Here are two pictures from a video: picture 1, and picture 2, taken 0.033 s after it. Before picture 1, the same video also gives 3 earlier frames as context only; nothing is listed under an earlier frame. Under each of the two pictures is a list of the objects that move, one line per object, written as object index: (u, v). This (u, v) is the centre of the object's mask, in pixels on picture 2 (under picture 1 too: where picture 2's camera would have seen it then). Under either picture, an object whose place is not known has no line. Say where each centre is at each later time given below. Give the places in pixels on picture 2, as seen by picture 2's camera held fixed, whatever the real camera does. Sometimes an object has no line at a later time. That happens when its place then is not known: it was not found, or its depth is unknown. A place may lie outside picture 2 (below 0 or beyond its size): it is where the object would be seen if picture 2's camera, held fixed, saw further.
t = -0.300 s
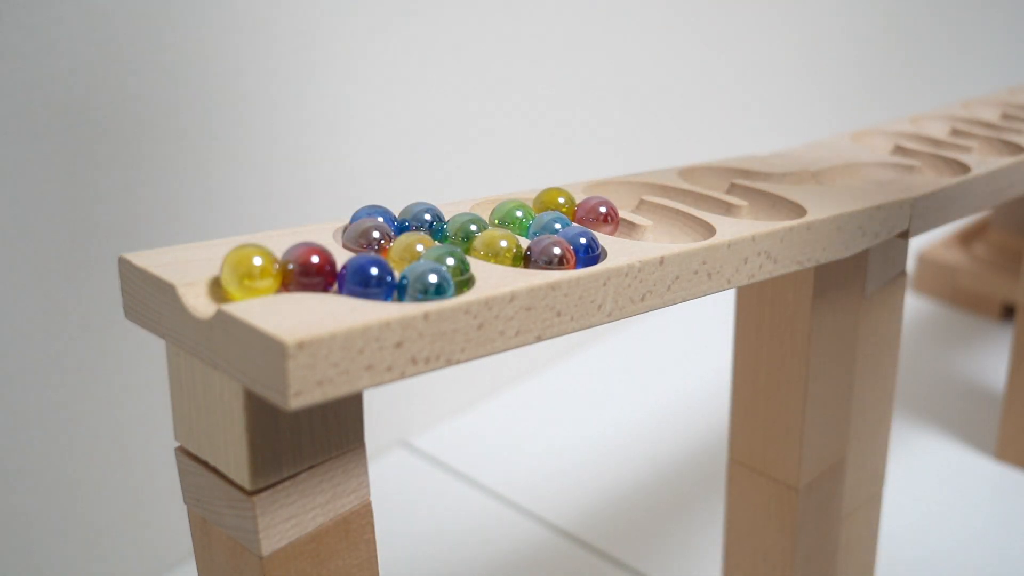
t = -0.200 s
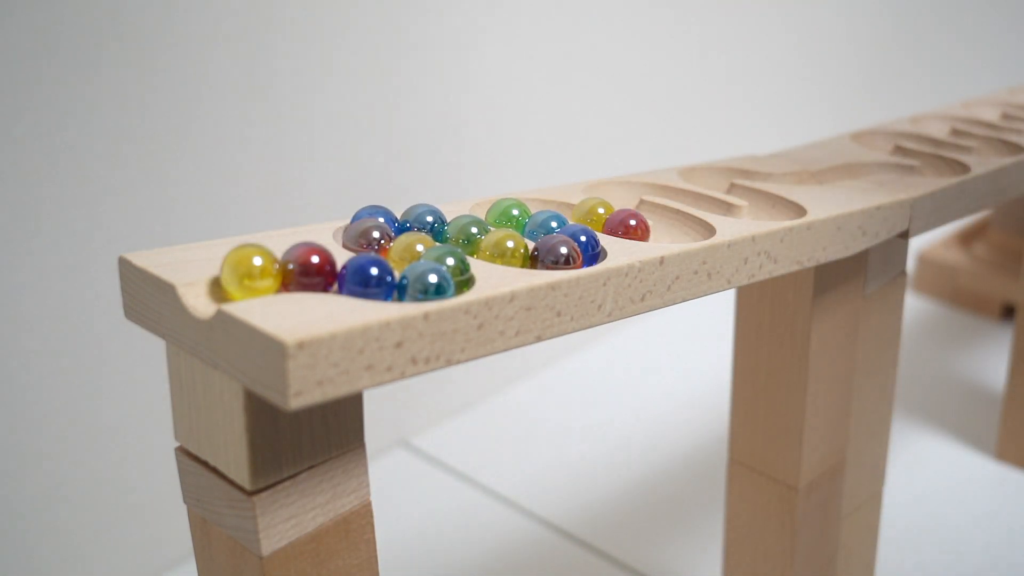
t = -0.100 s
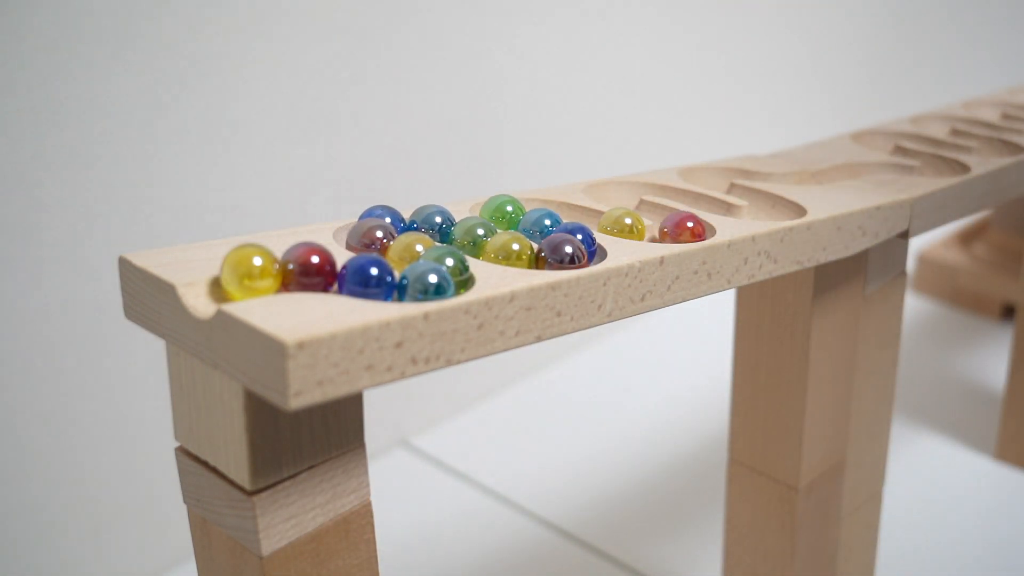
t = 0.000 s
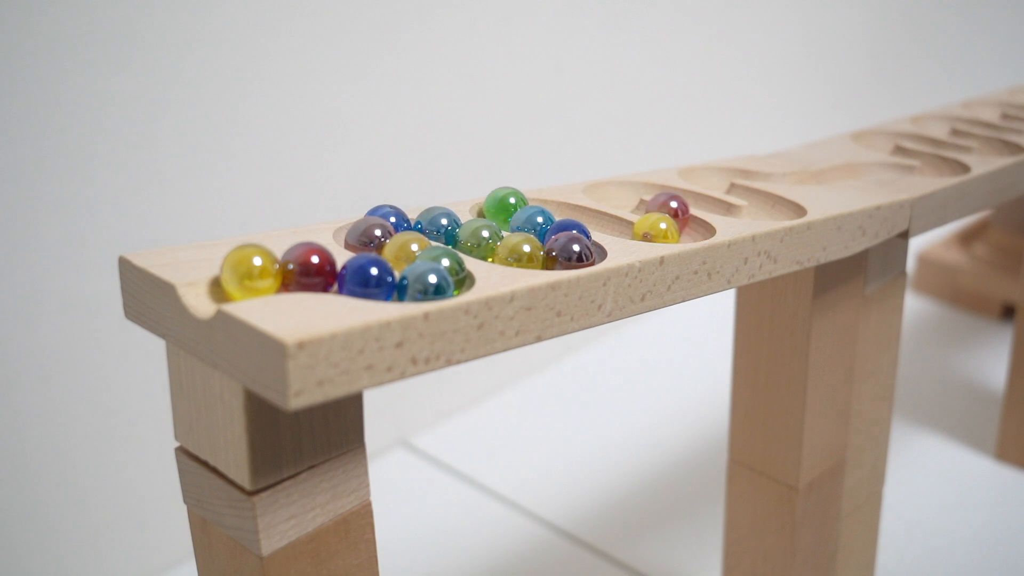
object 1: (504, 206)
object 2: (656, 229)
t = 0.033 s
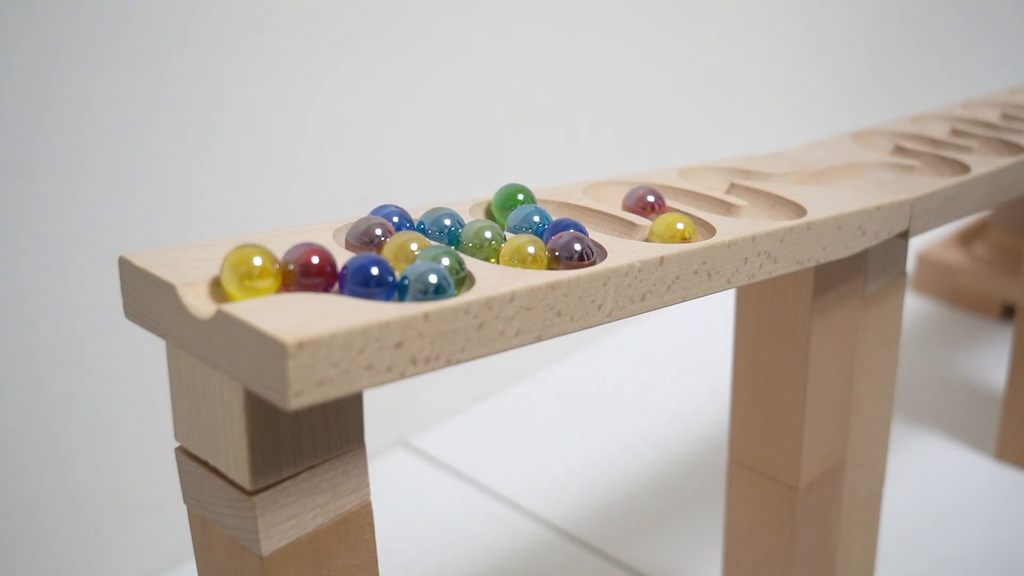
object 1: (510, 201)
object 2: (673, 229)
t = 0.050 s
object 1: (519, 197)
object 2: (681, 229)
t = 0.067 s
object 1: (531, 196)
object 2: (687, 227)
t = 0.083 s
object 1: (543, 198)
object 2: (690, 226)
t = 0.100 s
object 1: (554, 200)
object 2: (689, 225)
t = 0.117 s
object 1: (564, 203)
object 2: (686, 224)
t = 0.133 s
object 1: (577, 206)
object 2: (681, 221)
